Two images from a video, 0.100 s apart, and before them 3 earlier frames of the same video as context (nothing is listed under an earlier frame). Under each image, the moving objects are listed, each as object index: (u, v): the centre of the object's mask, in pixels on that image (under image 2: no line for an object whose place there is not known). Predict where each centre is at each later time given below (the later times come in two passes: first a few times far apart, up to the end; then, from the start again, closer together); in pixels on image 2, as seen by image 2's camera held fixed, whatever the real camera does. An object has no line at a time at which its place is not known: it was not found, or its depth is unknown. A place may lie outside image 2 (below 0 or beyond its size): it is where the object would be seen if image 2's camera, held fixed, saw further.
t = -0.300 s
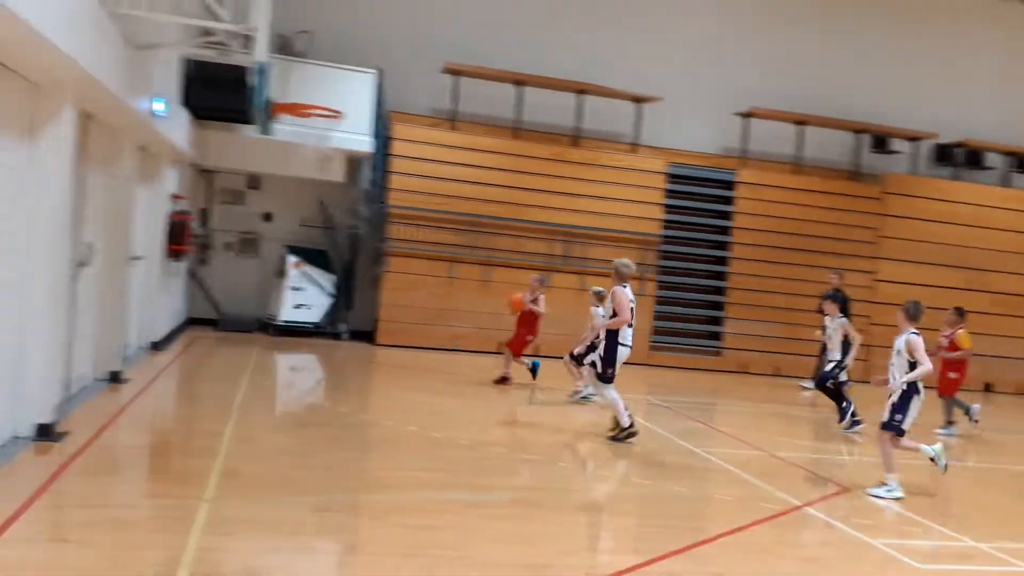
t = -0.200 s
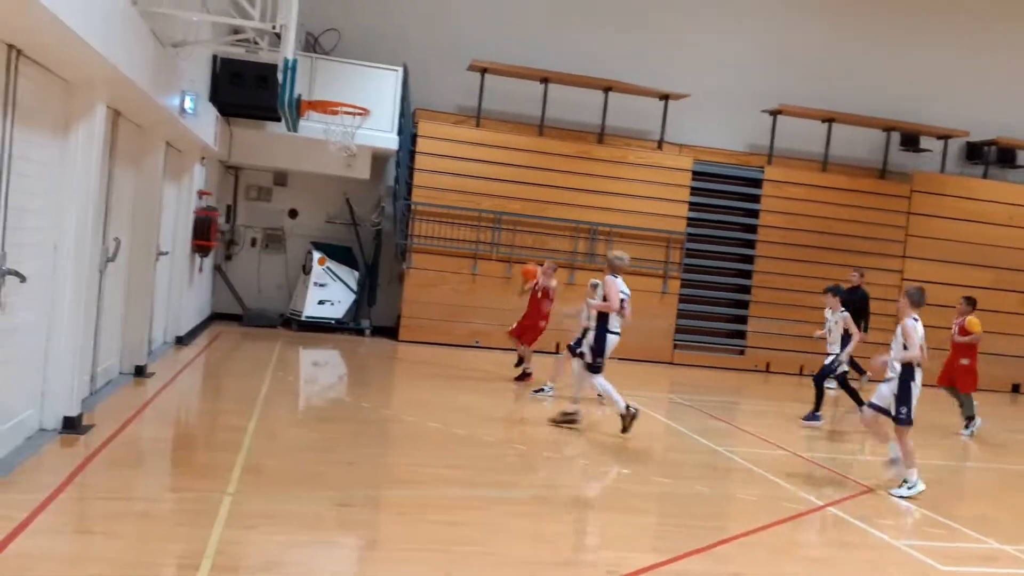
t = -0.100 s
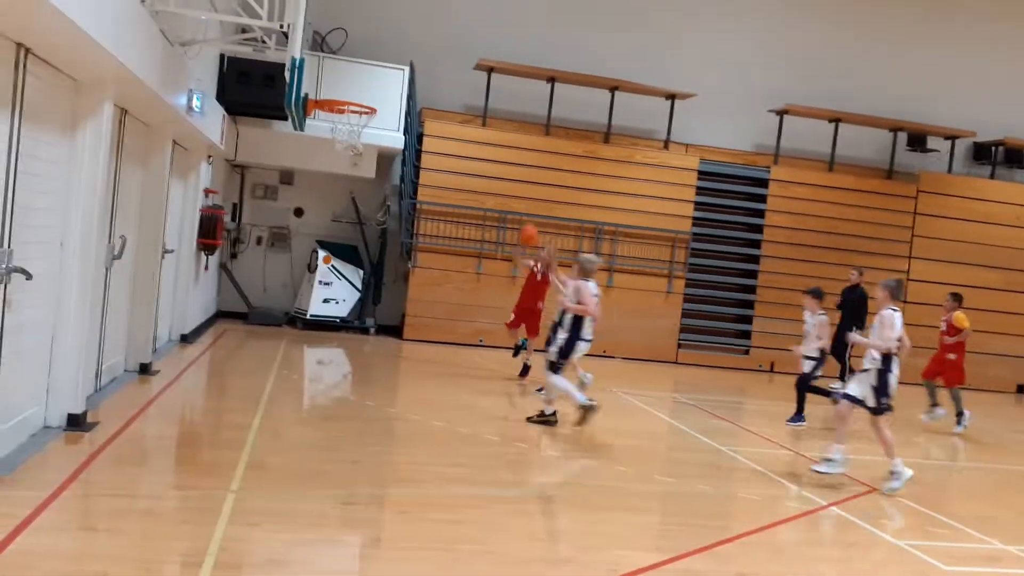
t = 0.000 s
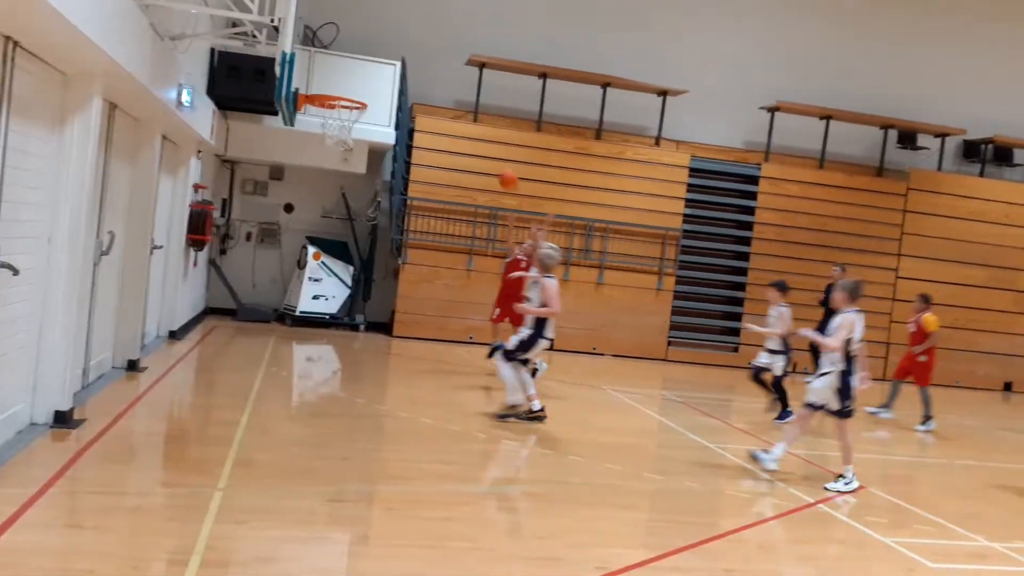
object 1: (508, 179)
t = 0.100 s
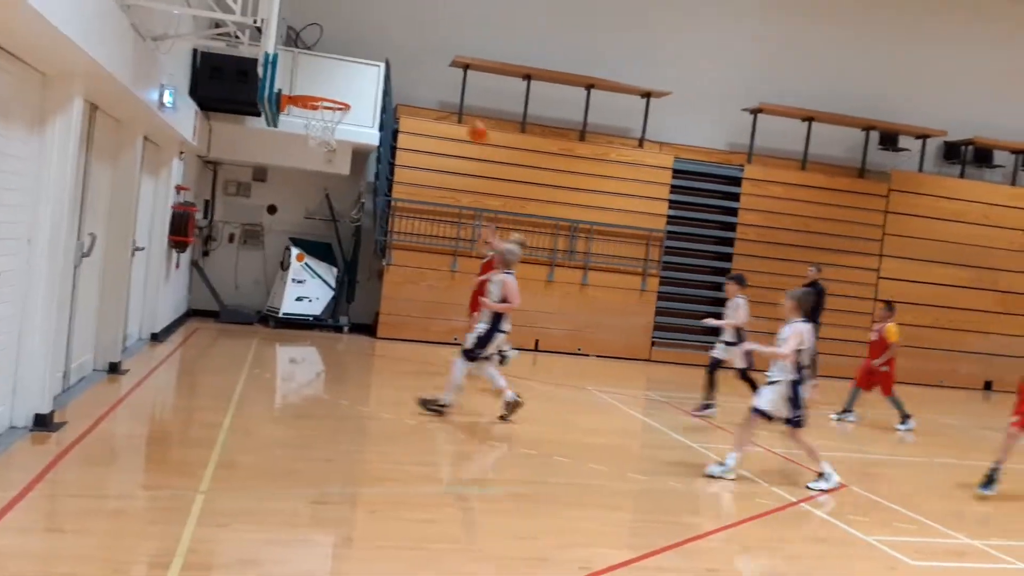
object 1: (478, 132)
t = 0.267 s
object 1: (449, 68)
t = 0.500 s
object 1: (402, 20)
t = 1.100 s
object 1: (331, 89)
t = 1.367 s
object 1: (313, 90)
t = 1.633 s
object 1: (331, 131)
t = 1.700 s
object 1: (326, 136)
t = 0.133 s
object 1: (474, 118)
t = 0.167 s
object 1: (468, 105)
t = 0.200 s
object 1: (461, 92)
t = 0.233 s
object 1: (455, 80)
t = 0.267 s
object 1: (449, 68)
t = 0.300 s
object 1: (443, 58)
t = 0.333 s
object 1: (437, 47)
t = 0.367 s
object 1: (430, 38)
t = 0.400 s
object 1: (423, 30)
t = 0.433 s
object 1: (415, 23)
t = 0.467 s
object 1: (408, 19)
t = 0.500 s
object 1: (402, 20)
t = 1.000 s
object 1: (324, 68)
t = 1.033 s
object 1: (331, 82)
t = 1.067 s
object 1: (337, 96)
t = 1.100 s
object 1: (331, 89)
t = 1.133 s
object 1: (321, 86)
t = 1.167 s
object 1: (312, 82)
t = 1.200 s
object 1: (303, 80)
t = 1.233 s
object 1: (294, 78)
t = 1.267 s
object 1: (293, 79)
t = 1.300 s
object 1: (300, 82)
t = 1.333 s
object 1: (307, 85)
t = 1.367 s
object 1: (313, 90)
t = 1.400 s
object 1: (319, 100)
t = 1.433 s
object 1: (324, 107)
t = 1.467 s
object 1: (328, 114)
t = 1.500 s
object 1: (330, 119)
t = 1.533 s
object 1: (333, 124)
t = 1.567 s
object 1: (334, 127)
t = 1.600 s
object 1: (332, 129)
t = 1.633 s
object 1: (331, 131)
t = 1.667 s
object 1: (329, 132)
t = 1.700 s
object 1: (326, 136)
